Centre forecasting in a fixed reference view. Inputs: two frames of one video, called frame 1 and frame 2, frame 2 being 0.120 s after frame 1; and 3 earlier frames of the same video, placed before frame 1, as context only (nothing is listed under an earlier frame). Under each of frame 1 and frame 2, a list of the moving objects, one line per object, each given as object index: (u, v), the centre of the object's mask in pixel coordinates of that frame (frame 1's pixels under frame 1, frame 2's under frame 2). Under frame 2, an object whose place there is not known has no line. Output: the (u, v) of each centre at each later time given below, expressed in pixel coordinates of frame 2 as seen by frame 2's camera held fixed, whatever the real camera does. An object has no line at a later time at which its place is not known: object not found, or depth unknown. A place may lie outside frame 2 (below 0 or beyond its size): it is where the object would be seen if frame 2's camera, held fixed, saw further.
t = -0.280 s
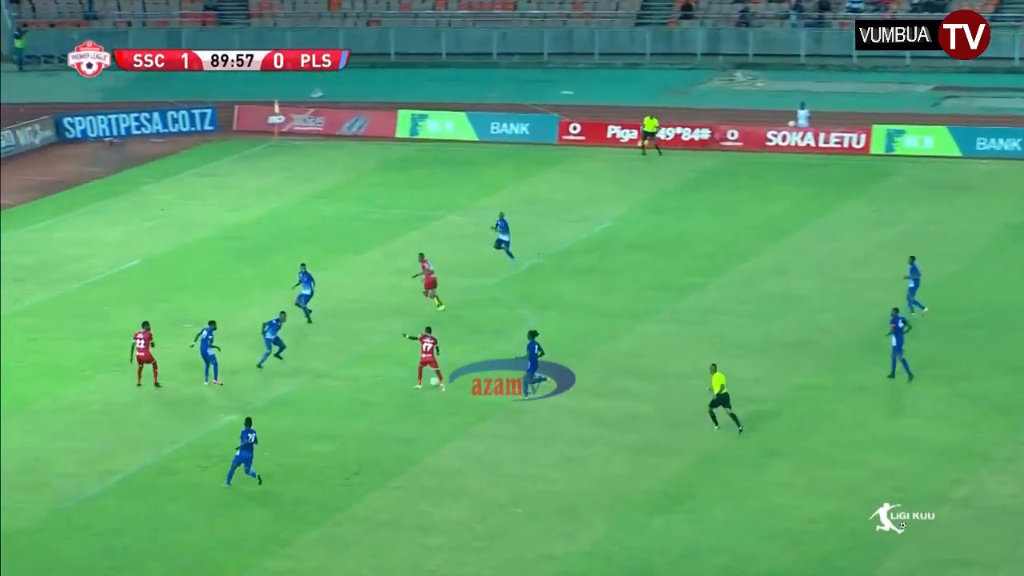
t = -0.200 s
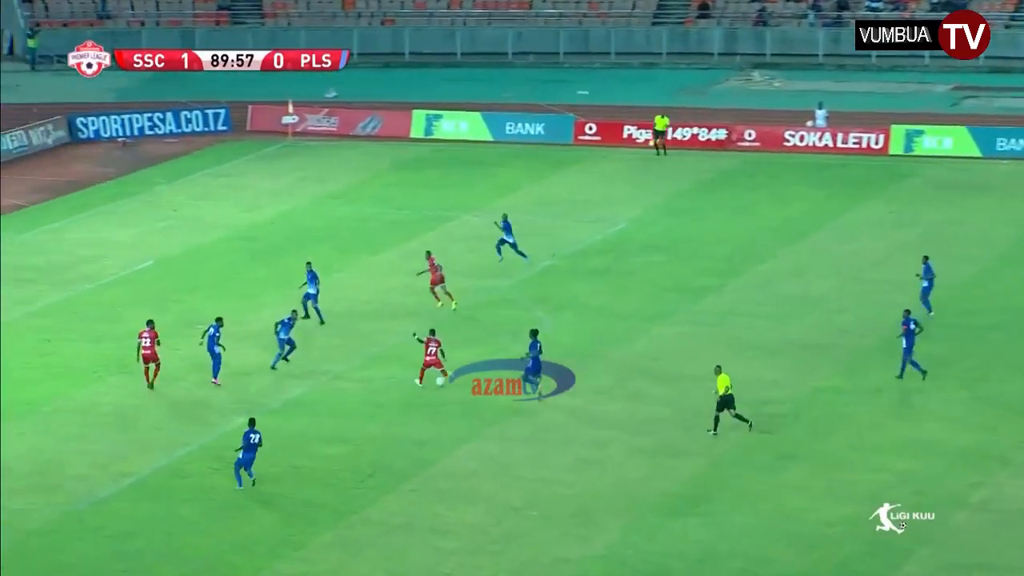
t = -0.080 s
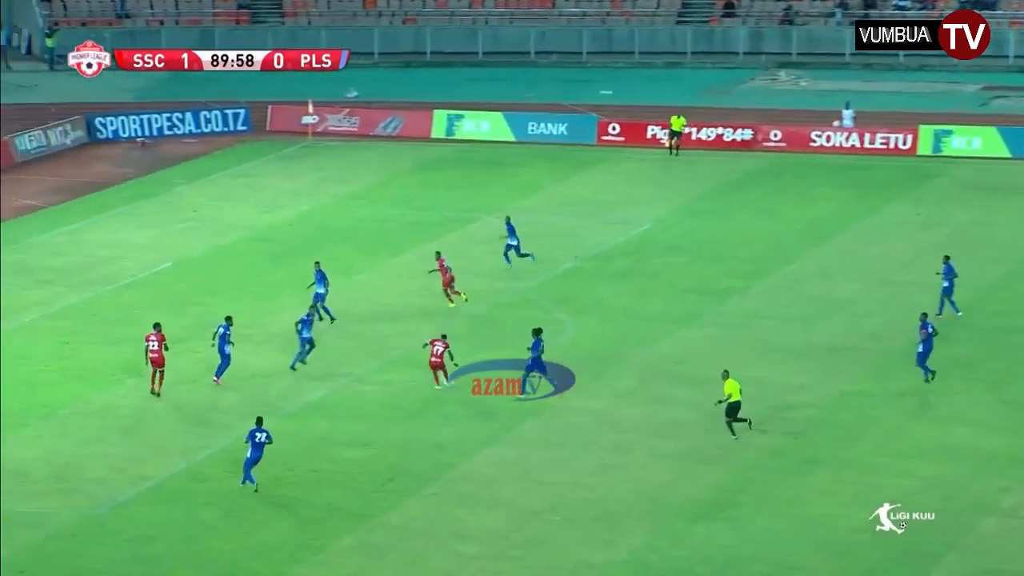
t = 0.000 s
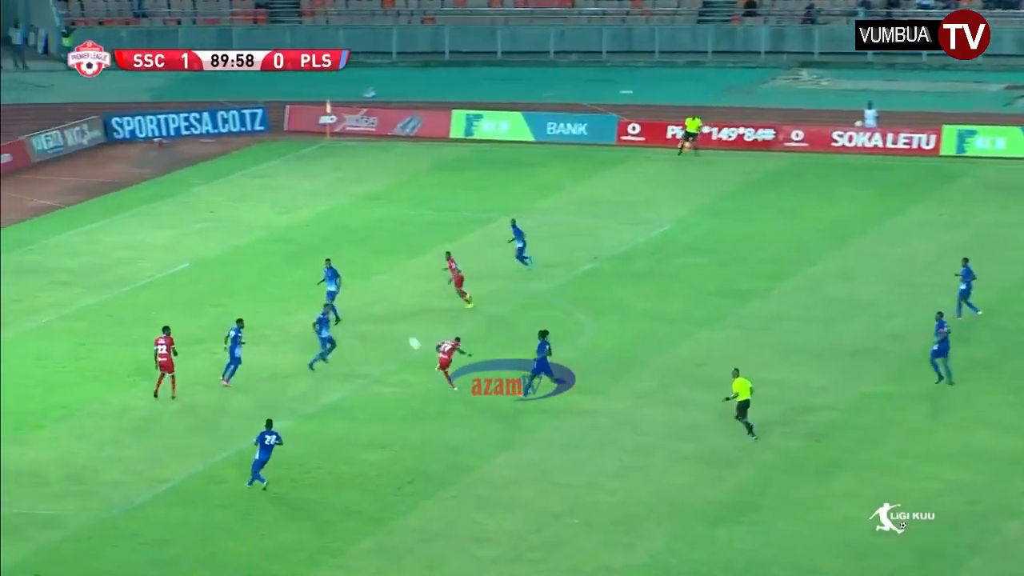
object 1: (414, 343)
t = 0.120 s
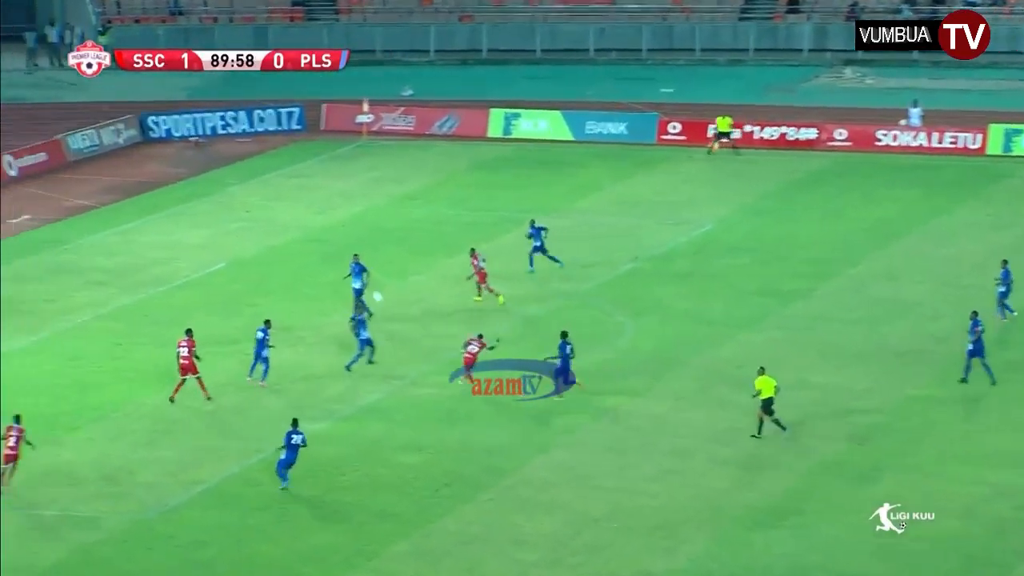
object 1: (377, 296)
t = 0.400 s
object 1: (213, 226)
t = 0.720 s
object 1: (32, 203)
